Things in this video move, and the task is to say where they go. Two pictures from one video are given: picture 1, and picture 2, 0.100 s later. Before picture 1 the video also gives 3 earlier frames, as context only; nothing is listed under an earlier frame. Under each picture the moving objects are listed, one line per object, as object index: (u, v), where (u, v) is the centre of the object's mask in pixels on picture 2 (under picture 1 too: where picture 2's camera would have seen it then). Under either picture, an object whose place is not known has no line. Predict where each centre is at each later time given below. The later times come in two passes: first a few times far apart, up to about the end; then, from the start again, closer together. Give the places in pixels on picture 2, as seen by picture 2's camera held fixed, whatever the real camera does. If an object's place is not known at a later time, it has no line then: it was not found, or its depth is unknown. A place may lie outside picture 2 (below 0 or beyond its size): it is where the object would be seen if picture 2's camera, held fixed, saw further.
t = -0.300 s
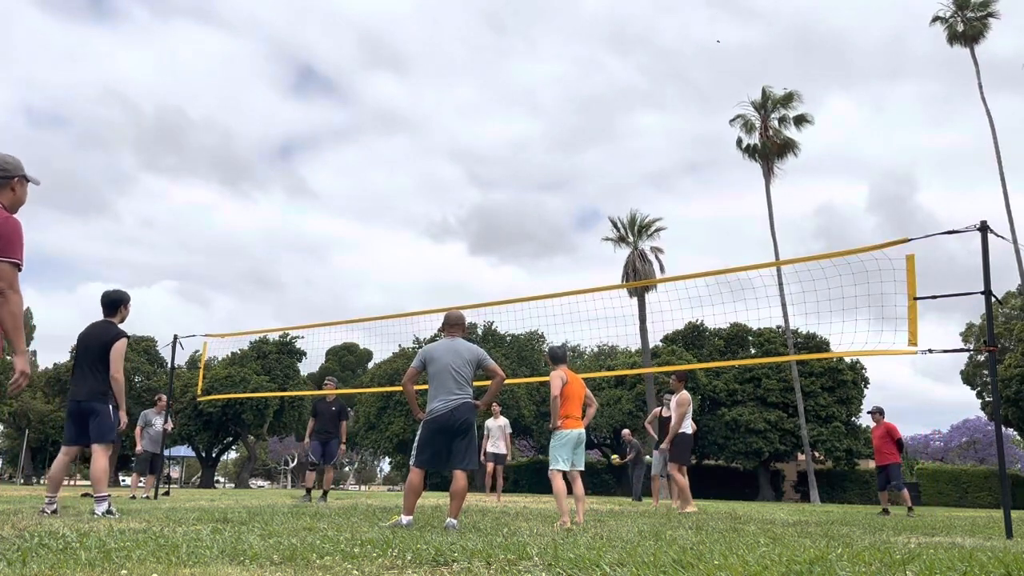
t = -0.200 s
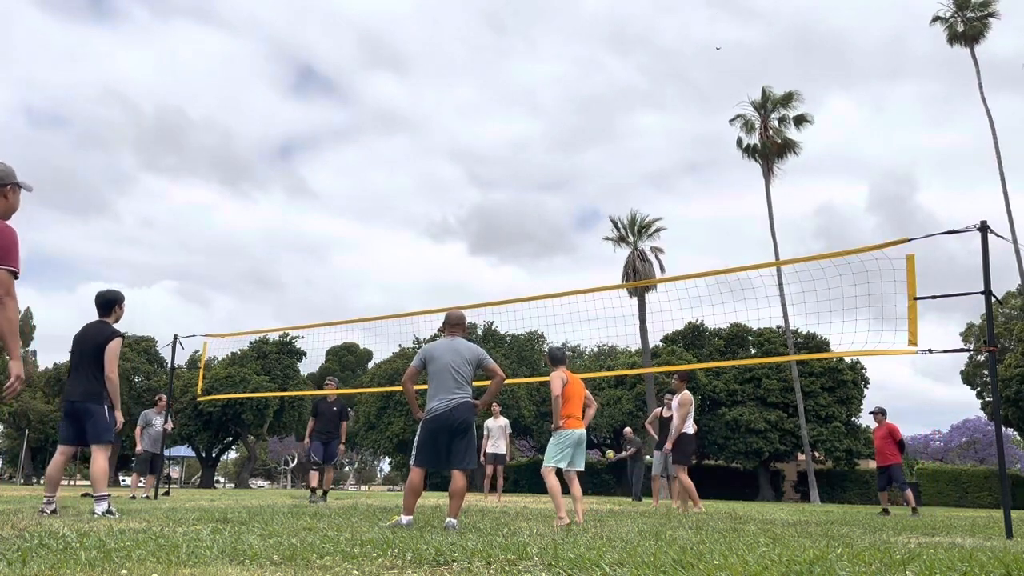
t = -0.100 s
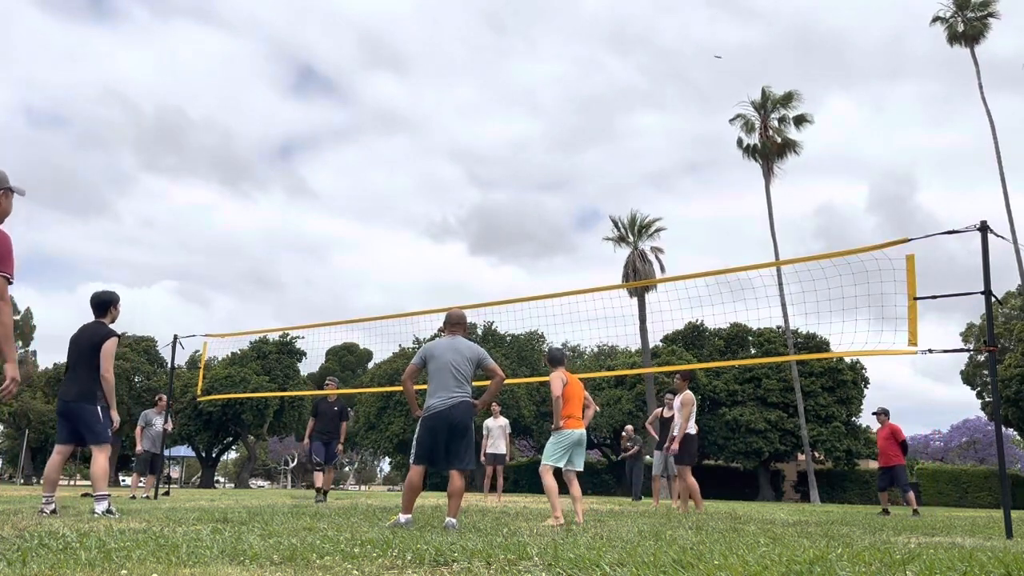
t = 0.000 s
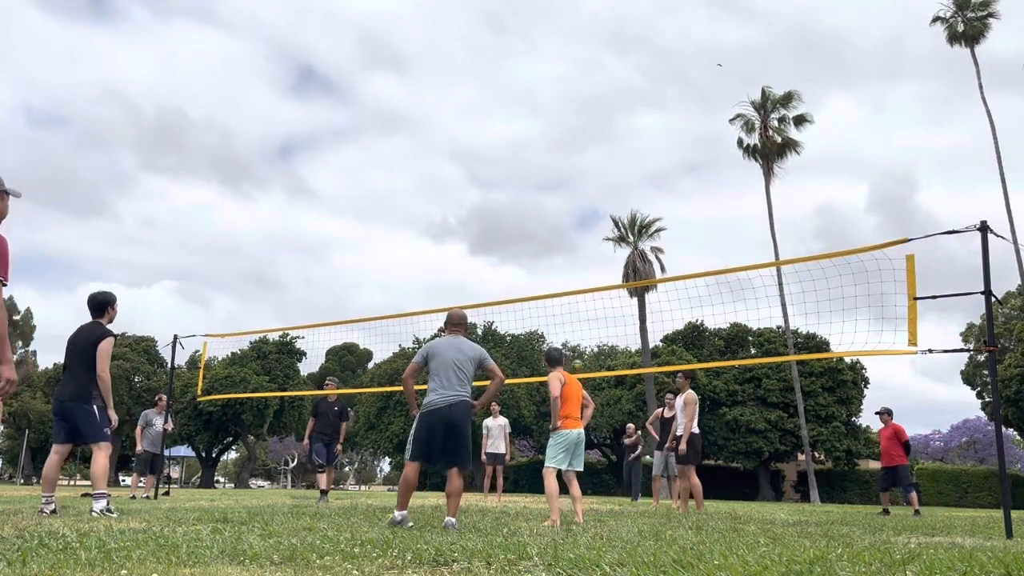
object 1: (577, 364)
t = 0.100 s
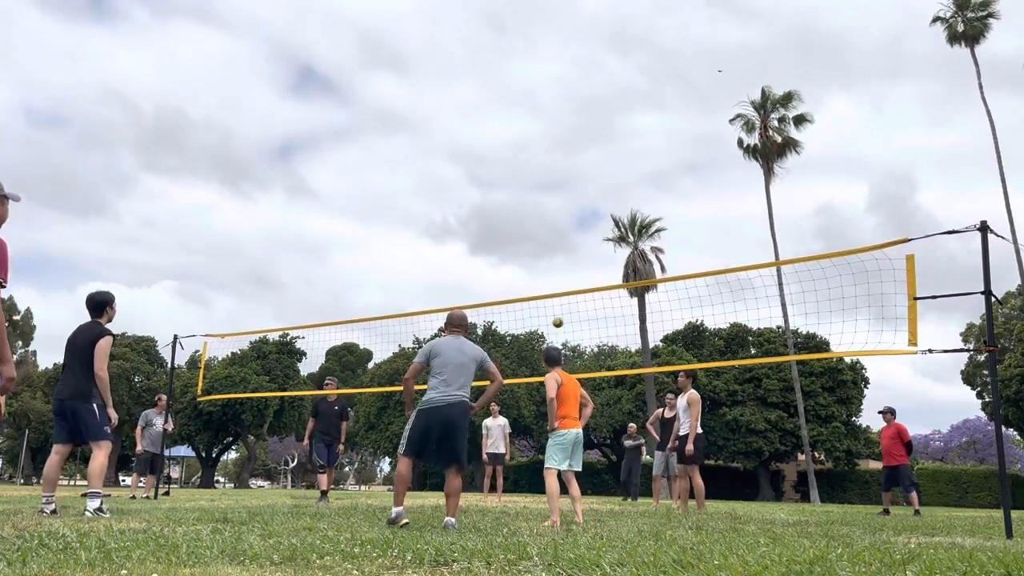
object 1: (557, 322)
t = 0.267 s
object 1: (521, 257)
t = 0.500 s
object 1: (459, 177)
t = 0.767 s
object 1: (370, 107)
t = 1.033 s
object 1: (256, 74)
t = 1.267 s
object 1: (130, 86)
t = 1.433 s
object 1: (12, 129)
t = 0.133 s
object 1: (551, 308)
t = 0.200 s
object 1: (536, 282)
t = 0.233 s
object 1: (529, 269)
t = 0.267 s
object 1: (521, 257)
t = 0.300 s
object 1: (512, 244)
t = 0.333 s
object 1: (504, 232)
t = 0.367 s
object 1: (496, 220)
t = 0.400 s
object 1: (487, 209)
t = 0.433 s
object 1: (478, 198)
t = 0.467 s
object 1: (468, 187)
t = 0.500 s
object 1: (459, 177)
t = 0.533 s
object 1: (449, 166)
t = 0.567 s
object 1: (439, 156)
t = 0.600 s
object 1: (428, 147)
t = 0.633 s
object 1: (417, 138)
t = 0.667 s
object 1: (406, 130)
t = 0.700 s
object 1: (395, 122)
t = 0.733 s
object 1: (382, 114)
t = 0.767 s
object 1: (370, 107)
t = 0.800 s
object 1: (357, 101)
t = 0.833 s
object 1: (343, 95)
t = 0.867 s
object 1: (330, 90)
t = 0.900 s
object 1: (315, 85)
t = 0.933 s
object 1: (302, 82)
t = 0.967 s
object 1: (287, 79)
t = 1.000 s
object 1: (272, 76)
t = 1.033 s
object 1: (256, 74)
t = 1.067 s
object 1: (240, 72)
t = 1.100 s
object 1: (224, 72)
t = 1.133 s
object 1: (206, 73)
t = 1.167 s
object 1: (189, 75)
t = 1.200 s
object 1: (170, 77)
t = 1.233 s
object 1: (151, 81)
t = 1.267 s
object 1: (130, 86)
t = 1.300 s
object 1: (109, 92)
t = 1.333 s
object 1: (87, 99)
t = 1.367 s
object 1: (63, 108)
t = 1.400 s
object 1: (38, 118)
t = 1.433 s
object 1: (12, 129)
